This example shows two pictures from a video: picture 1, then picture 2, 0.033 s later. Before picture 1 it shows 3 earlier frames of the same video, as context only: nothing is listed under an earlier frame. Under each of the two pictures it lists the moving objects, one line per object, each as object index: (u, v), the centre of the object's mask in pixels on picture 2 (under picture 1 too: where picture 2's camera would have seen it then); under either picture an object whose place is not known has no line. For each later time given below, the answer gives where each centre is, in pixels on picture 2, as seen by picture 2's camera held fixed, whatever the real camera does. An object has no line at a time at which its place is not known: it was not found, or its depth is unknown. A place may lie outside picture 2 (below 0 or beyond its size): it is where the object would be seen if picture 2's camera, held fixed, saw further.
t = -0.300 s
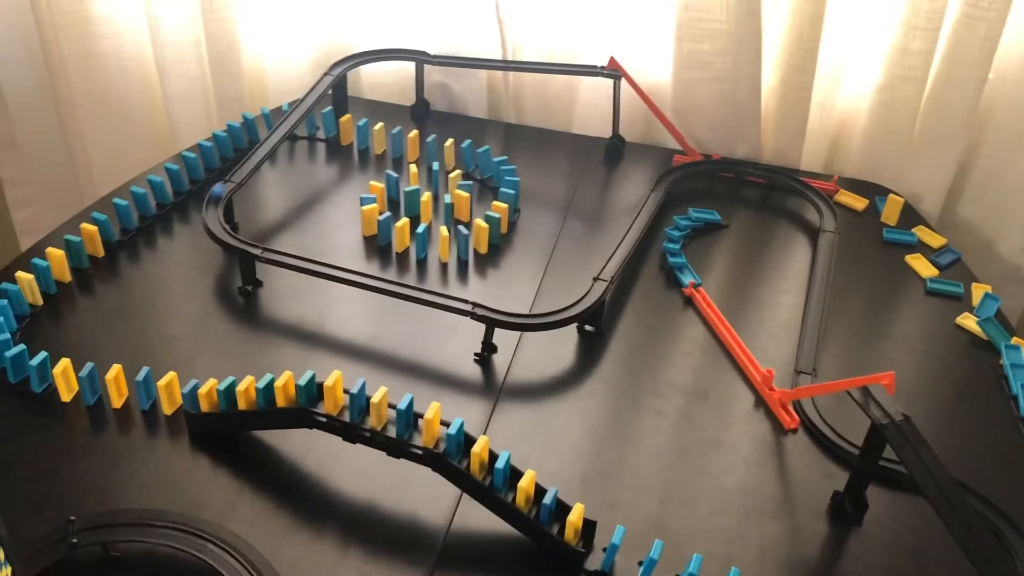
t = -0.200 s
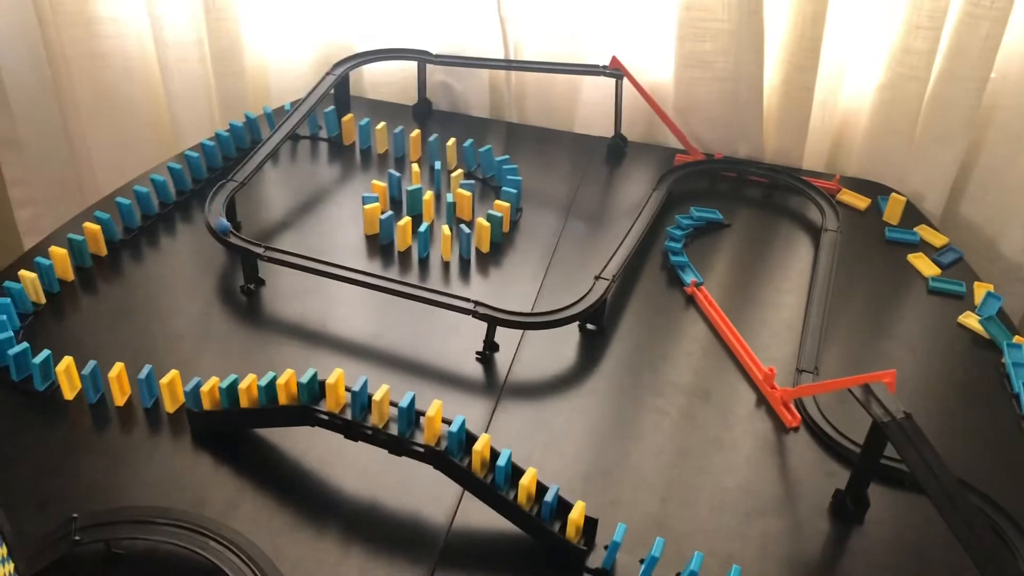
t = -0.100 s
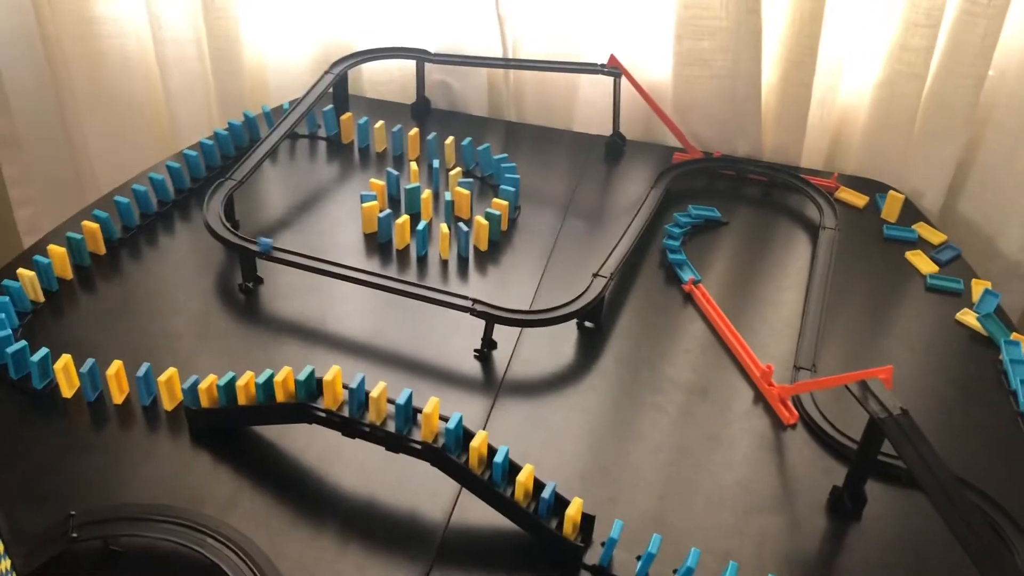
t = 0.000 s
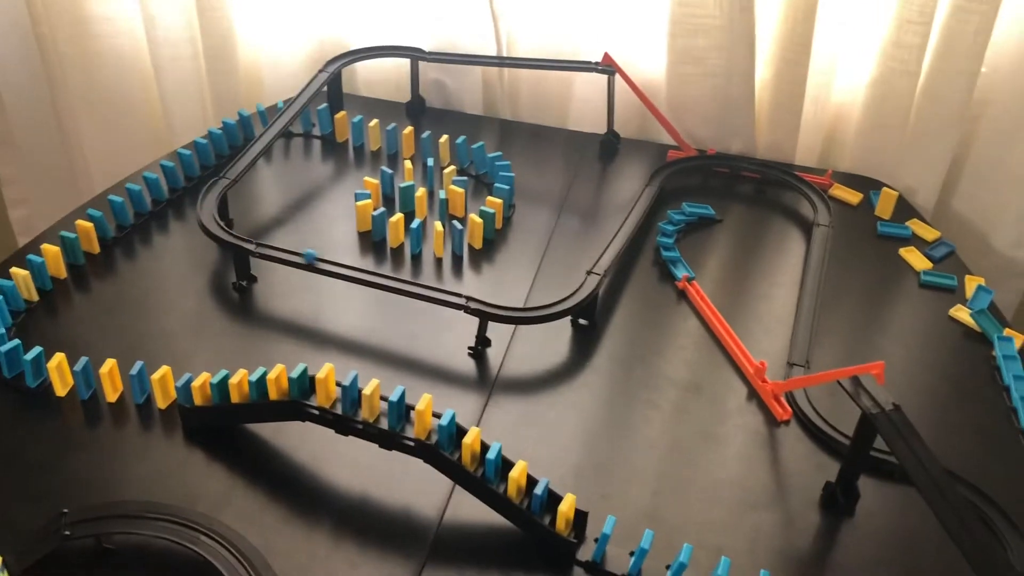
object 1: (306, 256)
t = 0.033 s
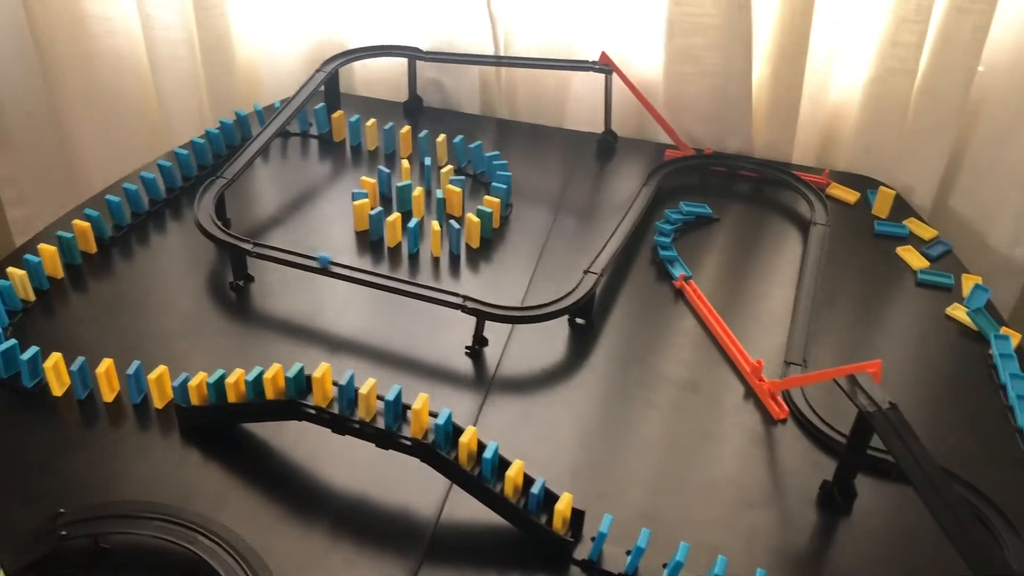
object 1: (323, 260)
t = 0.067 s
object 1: (341, 265)
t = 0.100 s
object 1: (357, 270)
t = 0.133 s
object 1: (375, 273)
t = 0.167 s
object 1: (391, 278)
